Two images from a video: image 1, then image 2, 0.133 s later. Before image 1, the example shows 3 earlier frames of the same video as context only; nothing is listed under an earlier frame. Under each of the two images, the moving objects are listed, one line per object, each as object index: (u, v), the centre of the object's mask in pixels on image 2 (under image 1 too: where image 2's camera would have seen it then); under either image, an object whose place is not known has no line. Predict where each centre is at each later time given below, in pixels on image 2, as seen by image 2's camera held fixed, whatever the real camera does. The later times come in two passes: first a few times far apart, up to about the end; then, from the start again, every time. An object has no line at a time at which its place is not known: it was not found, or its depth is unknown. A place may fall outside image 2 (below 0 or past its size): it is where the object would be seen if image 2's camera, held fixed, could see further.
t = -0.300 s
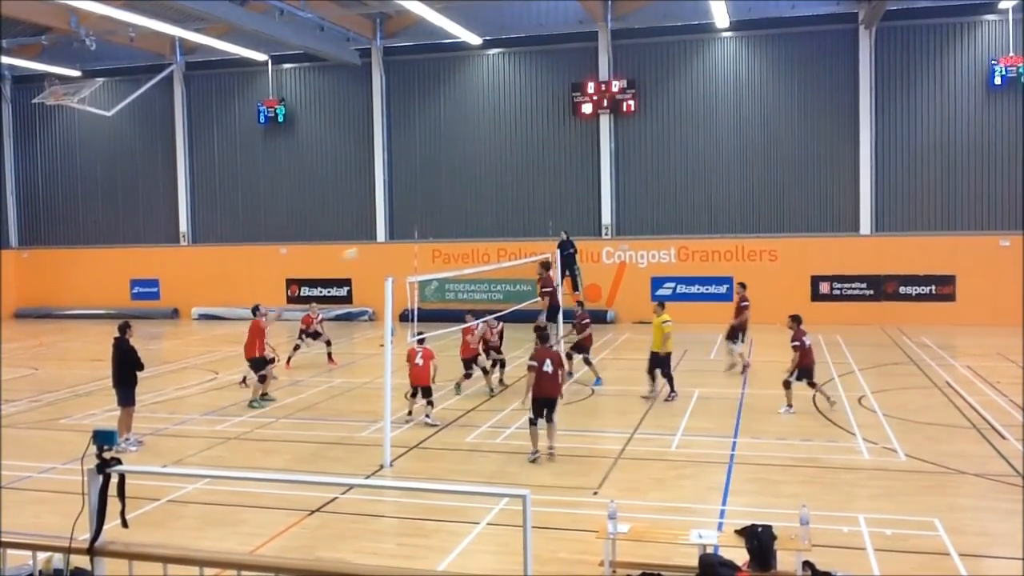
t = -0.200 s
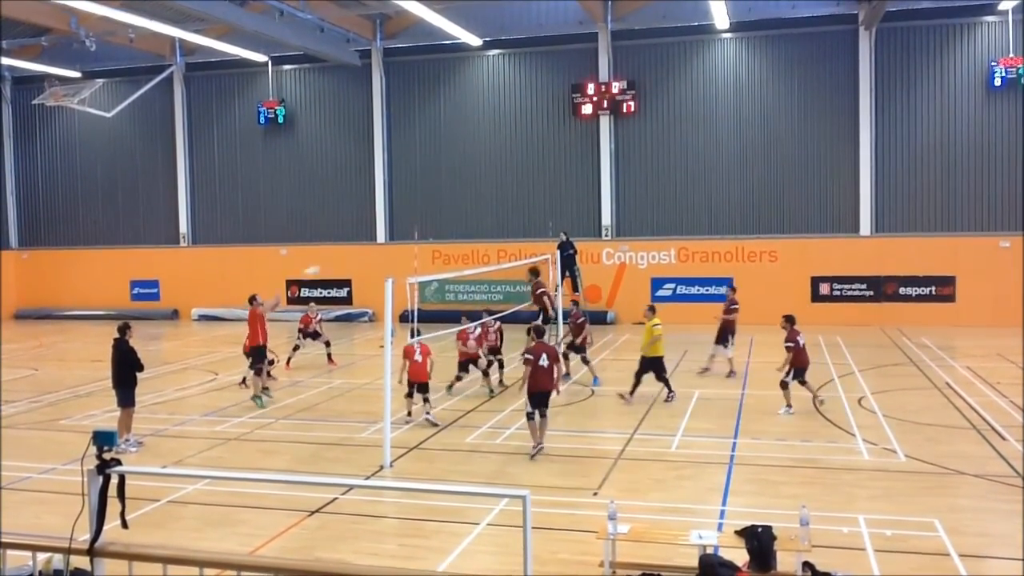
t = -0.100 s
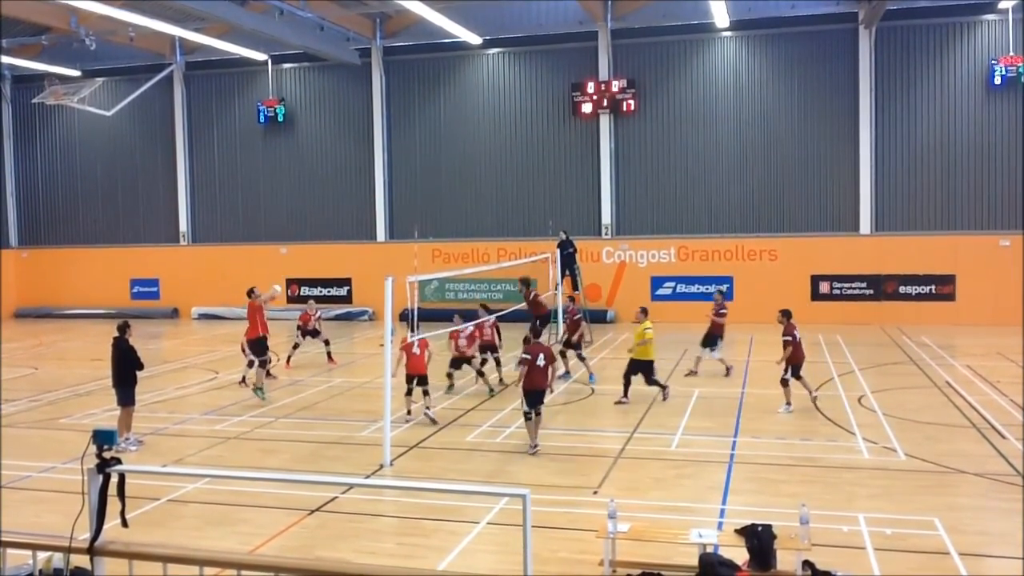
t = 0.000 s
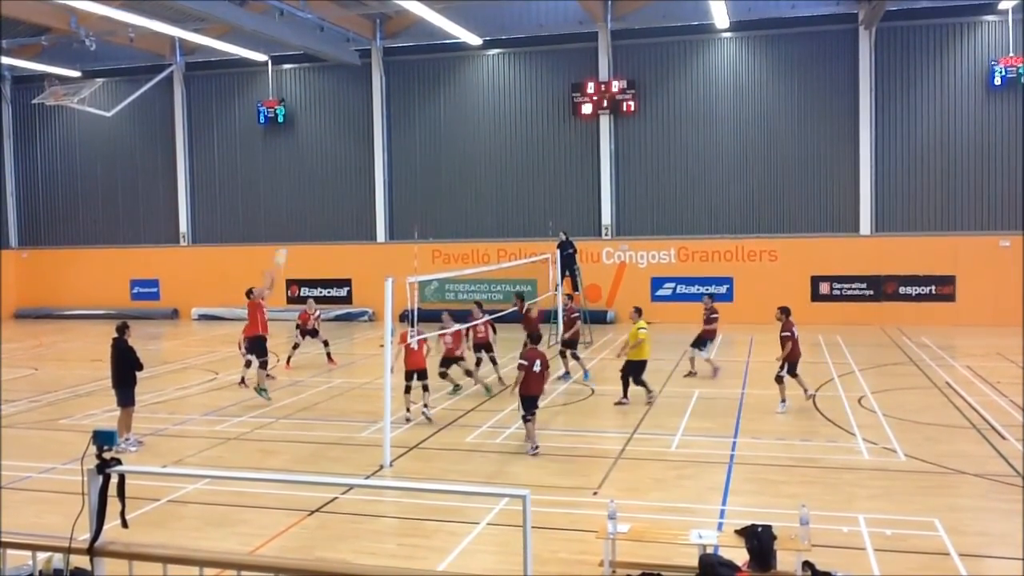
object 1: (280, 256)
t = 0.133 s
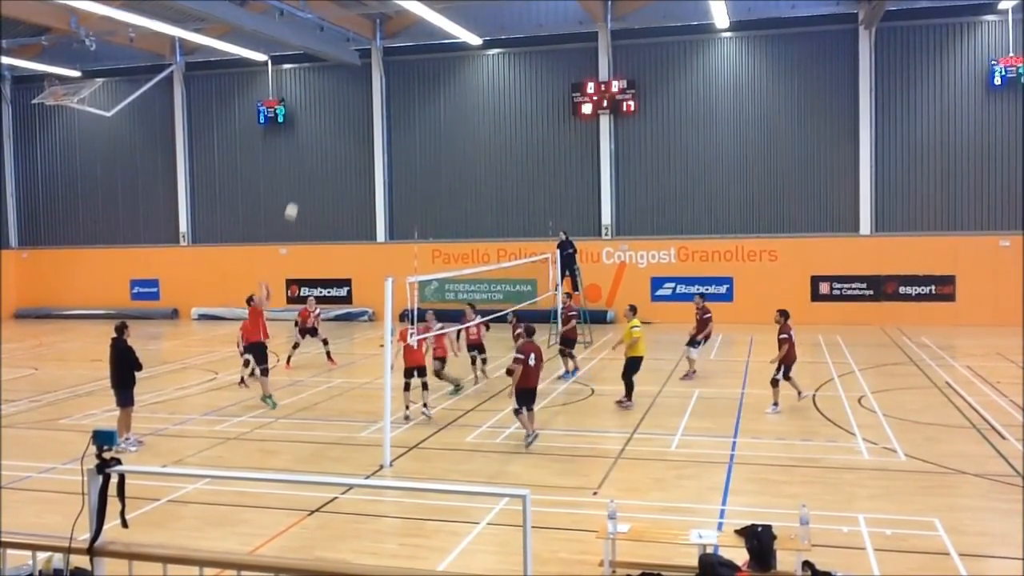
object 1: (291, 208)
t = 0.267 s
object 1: (302, 172)
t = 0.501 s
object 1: (323, 131)
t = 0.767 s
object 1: (348, 121)
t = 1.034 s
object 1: (371, 149)
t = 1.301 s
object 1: (400, 218)
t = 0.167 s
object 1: (294, 198)
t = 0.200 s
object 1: (296, 189)
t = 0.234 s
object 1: (300, 180)
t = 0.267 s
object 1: (302, 172)
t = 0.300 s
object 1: (305, 164)
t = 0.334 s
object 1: (308, 157)
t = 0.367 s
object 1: (311, 151)
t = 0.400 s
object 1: (314, 145)
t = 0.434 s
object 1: (317, 140)
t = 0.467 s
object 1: (320, 135)
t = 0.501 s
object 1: (323, 131)
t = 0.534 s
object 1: (326, 128)
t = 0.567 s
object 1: (329, 125)
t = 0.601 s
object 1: (332, 123)
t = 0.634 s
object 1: (335, 121)
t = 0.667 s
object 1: (338, 120)
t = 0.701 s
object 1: (341, 120)
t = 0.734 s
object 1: (345, 120)
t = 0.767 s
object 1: (348, 121)
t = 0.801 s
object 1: (351, 122)
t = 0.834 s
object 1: (354, 124)
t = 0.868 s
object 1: (357, 127)
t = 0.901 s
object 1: (361, 130)
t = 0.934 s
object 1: (364, 134)
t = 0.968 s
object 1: (367, 139)
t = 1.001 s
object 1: (369, 143)
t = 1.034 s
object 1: (371, 149)
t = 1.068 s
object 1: (377, 155)
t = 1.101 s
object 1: (380, 162)
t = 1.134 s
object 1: (385, 171)
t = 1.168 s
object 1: (388, 179)
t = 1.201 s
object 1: (390, 188)
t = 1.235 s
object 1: (393, 197)
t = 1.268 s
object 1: (397, 207)
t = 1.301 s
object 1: (400, 218)
